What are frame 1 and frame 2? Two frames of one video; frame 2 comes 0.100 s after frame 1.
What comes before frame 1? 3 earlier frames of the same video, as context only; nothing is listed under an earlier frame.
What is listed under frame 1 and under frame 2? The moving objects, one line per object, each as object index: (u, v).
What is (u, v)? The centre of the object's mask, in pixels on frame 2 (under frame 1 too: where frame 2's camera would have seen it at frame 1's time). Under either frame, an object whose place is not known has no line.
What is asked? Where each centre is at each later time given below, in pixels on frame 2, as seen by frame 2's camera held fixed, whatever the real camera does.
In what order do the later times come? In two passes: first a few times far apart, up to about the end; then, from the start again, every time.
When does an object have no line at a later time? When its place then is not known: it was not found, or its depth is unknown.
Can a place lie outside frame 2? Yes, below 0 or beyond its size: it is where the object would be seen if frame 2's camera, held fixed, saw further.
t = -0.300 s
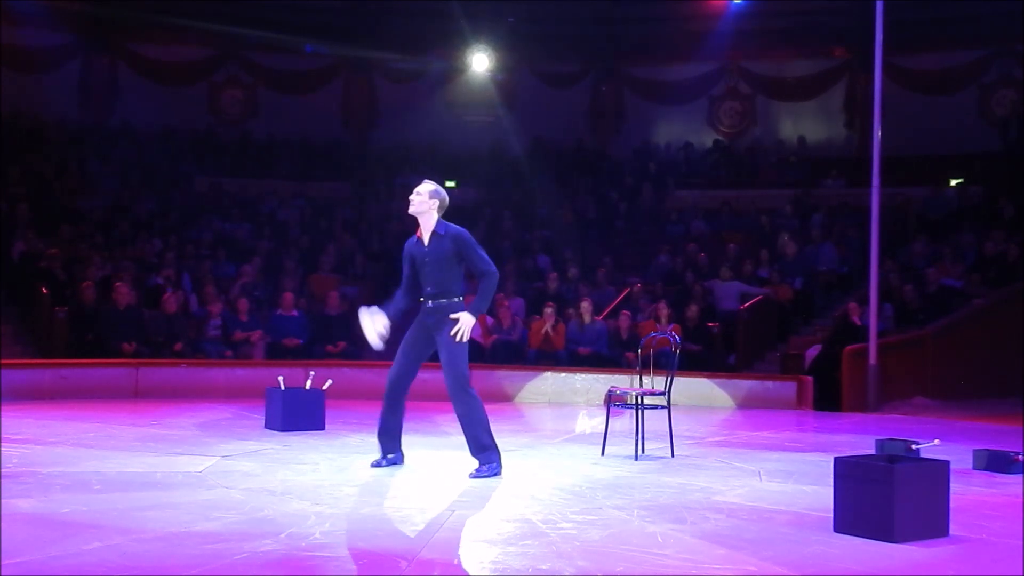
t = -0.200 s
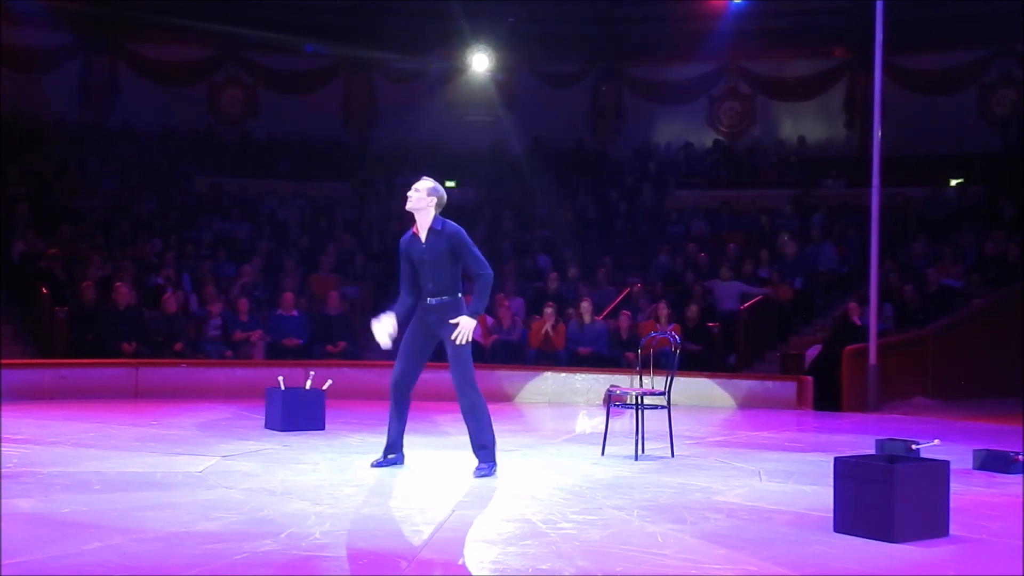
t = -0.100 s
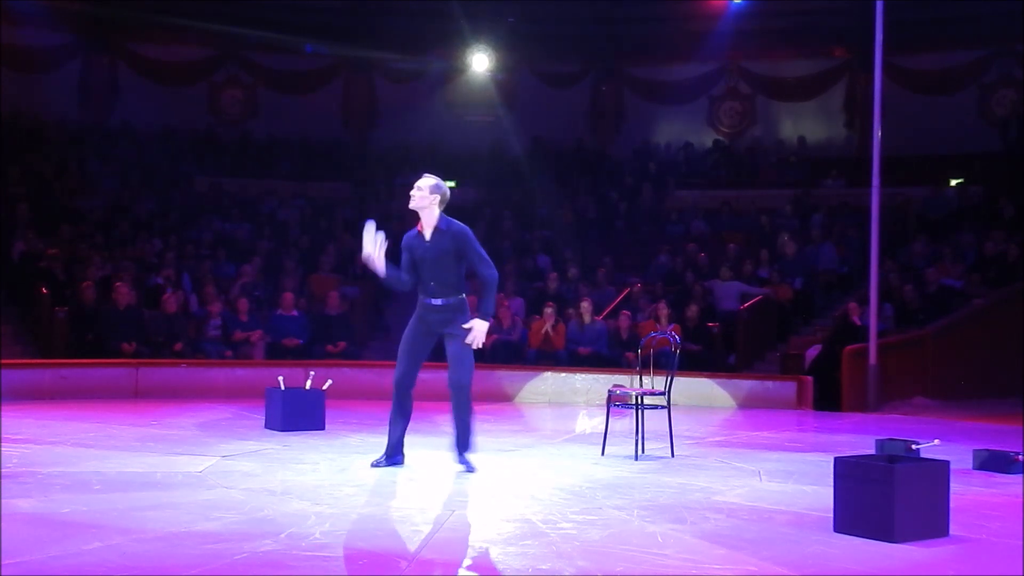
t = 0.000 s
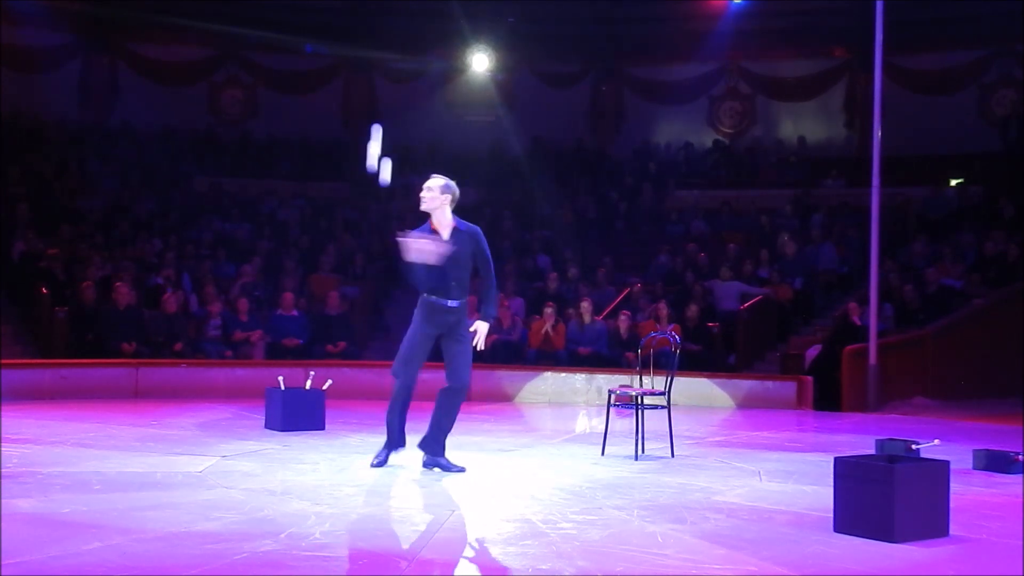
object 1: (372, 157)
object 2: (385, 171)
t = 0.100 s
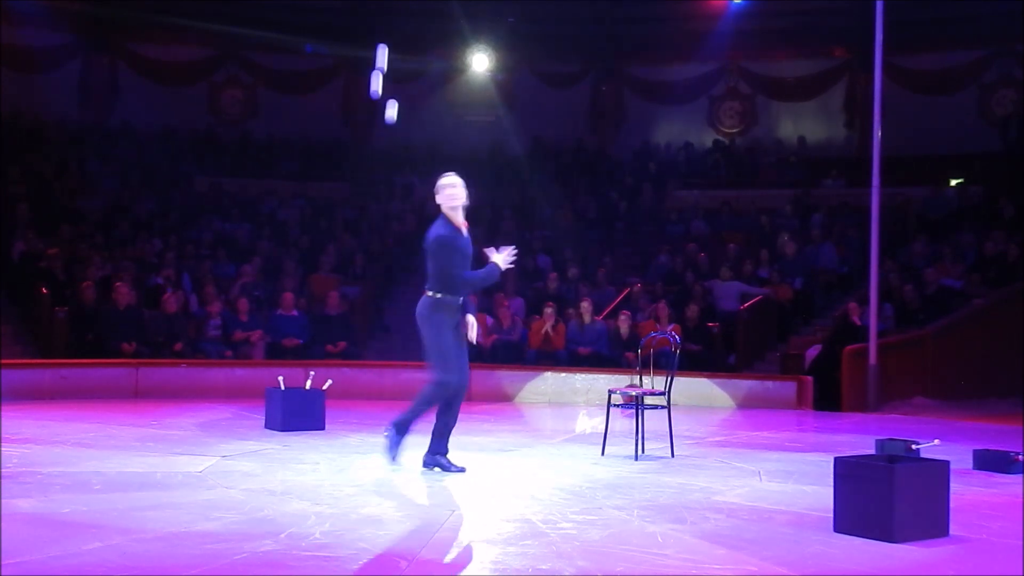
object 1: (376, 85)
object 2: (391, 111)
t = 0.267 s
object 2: (400, 47)
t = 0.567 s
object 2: (413, 46)
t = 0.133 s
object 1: (377, 64)
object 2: (393, 95)
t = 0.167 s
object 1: (378, 45)
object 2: (395, 81)
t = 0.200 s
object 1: (379, 29)
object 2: (397, 68)
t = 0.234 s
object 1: (380, 14)
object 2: (399, 57)
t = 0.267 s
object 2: (400, 47)
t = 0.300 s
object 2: (402, 40)
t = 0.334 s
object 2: (403, 34)
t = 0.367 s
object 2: (405, 30)
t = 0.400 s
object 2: (407, 28)
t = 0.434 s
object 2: (408, 28)
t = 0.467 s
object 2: (409, 29)
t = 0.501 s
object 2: (411, 33)
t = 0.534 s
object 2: (412, 39)
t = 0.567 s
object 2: (413, 46)
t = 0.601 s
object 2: (415, 56)
